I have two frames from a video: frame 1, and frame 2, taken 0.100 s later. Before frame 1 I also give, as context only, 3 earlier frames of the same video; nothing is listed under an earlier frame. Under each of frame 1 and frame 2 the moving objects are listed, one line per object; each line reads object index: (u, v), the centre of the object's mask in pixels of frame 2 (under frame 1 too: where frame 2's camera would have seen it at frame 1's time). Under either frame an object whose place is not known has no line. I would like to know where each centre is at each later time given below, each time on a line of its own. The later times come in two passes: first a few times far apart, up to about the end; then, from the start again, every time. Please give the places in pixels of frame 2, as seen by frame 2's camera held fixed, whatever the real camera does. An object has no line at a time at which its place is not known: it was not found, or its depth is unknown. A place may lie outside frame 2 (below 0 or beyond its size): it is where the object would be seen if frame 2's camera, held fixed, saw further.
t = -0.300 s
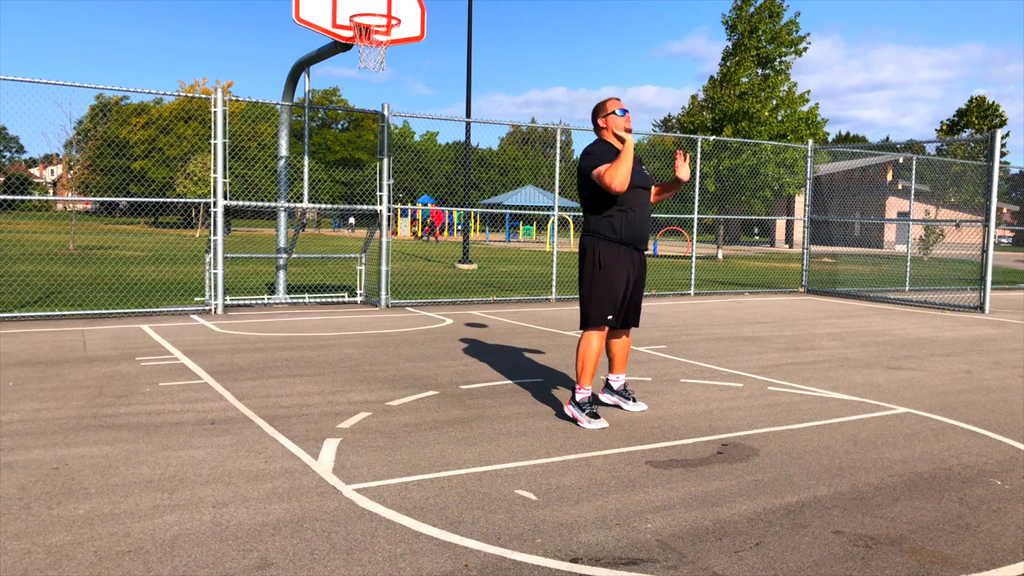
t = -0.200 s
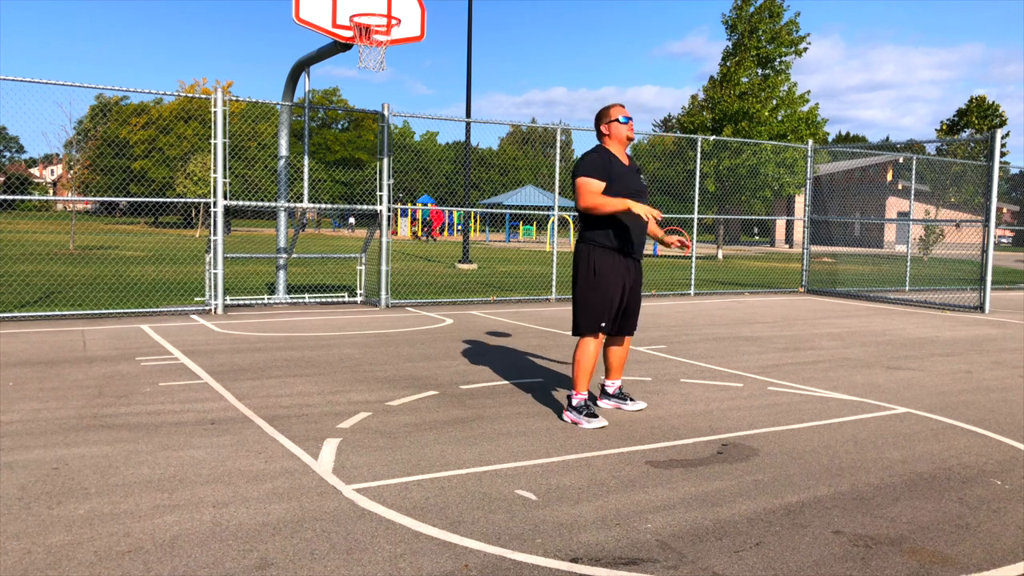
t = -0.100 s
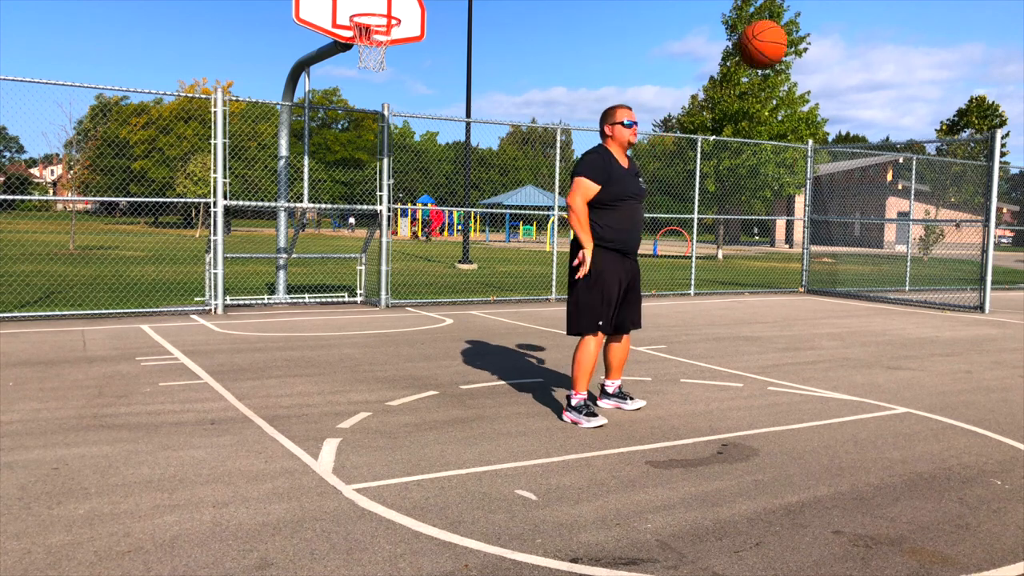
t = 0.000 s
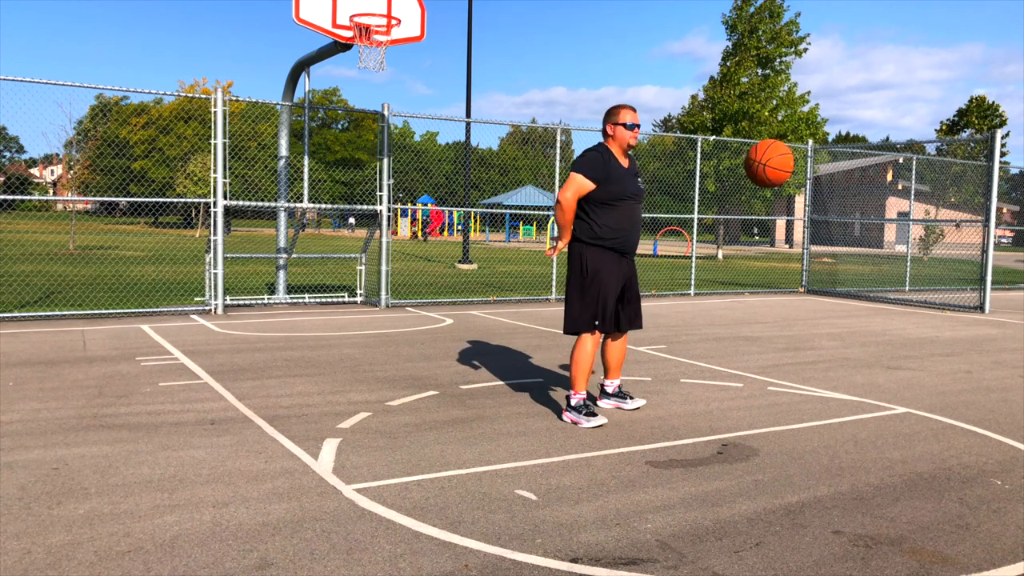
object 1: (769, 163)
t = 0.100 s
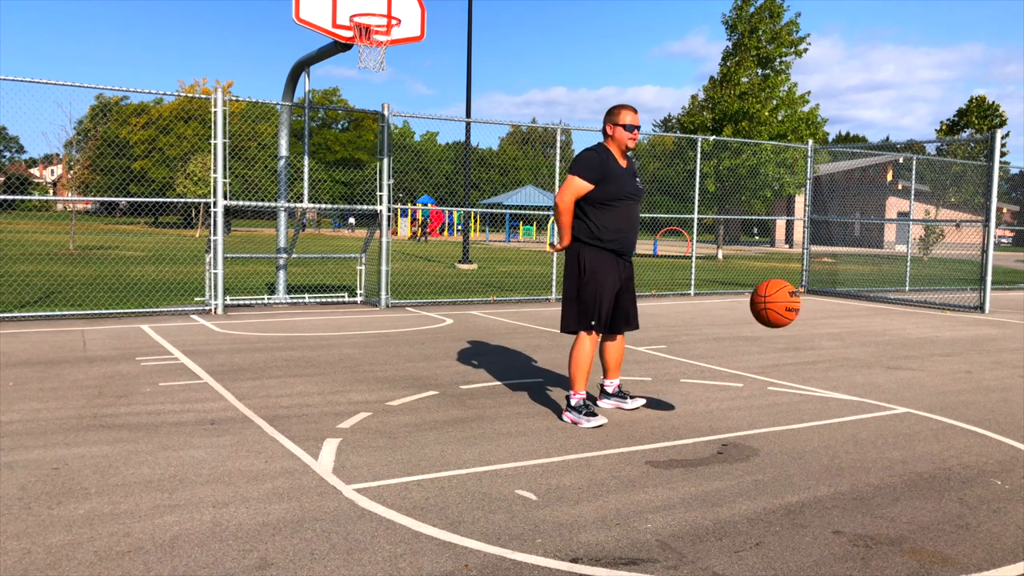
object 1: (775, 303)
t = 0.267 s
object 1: (772, 350)
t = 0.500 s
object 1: (745, 142)
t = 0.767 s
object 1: (706, 36)
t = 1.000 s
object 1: (667, 58)
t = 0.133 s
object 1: (777, 355)
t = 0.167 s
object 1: (779, 408)
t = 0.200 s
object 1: (779, 429)
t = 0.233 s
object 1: (775, 388)
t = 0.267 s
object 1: (772, 350)
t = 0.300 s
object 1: (769, 314)
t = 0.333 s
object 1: (765, 280)
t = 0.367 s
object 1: (761, 248)
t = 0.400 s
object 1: (757, 218)
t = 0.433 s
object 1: (754, 190)
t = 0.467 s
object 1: (750, 165)
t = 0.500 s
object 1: (745, 142)
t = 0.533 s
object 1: (741, 121)
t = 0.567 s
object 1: (736, 102)
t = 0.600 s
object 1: (731, 85)
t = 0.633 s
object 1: (727, 71)
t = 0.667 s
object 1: (721, 59)
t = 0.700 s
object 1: (716, 49)
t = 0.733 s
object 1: (711, 42)
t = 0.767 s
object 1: (706, 36)
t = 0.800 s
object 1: (701, 33)
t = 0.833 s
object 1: (695, 32)
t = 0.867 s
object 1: (689, 33)
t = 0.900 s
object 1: (684, 36)
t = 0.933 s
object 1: (678, 41)
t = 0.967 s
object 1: (673, 49)
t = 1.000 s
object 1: (667, 58)
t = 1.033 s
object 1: (661, 70)
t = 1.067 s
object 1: (655, 84)
